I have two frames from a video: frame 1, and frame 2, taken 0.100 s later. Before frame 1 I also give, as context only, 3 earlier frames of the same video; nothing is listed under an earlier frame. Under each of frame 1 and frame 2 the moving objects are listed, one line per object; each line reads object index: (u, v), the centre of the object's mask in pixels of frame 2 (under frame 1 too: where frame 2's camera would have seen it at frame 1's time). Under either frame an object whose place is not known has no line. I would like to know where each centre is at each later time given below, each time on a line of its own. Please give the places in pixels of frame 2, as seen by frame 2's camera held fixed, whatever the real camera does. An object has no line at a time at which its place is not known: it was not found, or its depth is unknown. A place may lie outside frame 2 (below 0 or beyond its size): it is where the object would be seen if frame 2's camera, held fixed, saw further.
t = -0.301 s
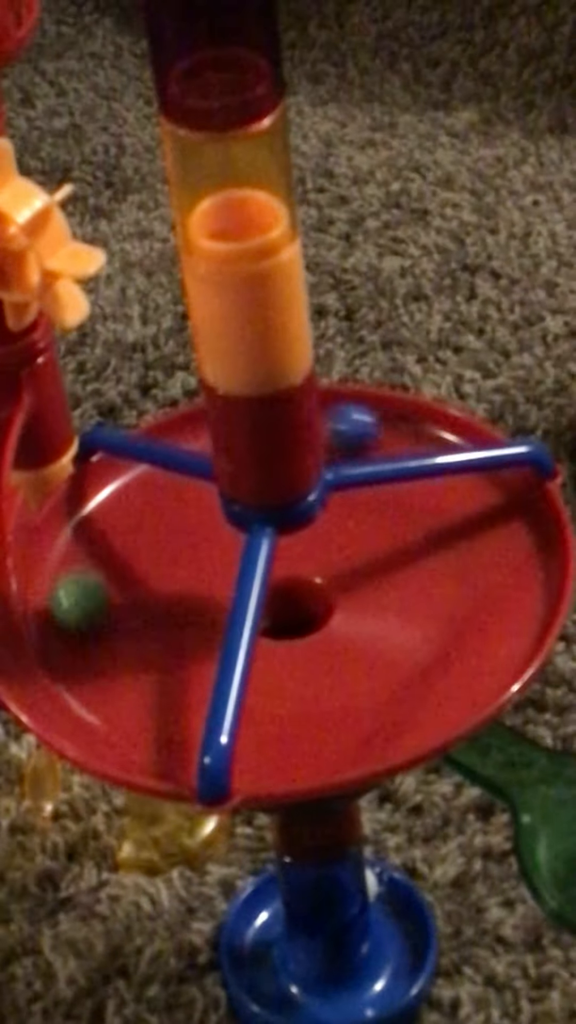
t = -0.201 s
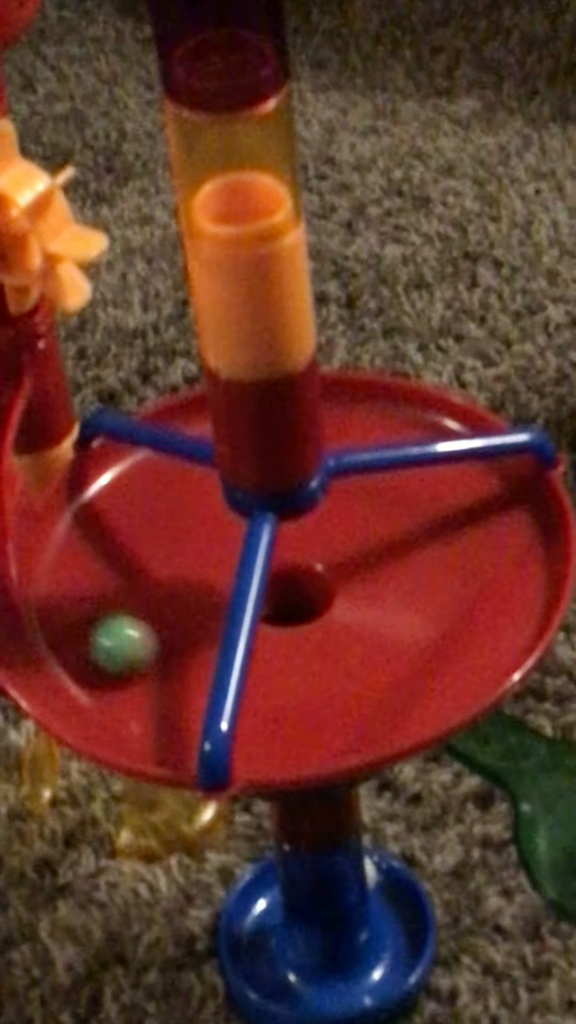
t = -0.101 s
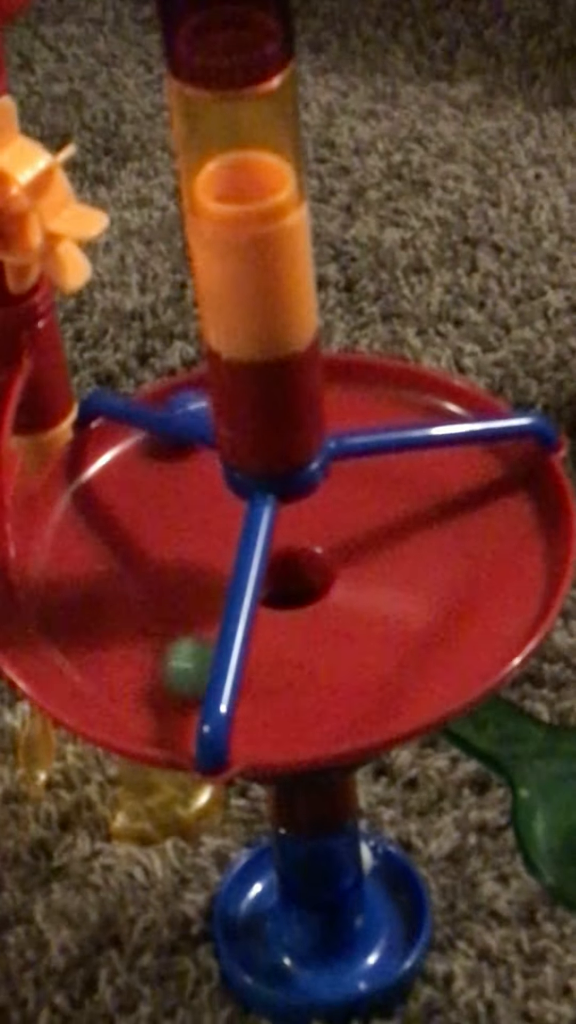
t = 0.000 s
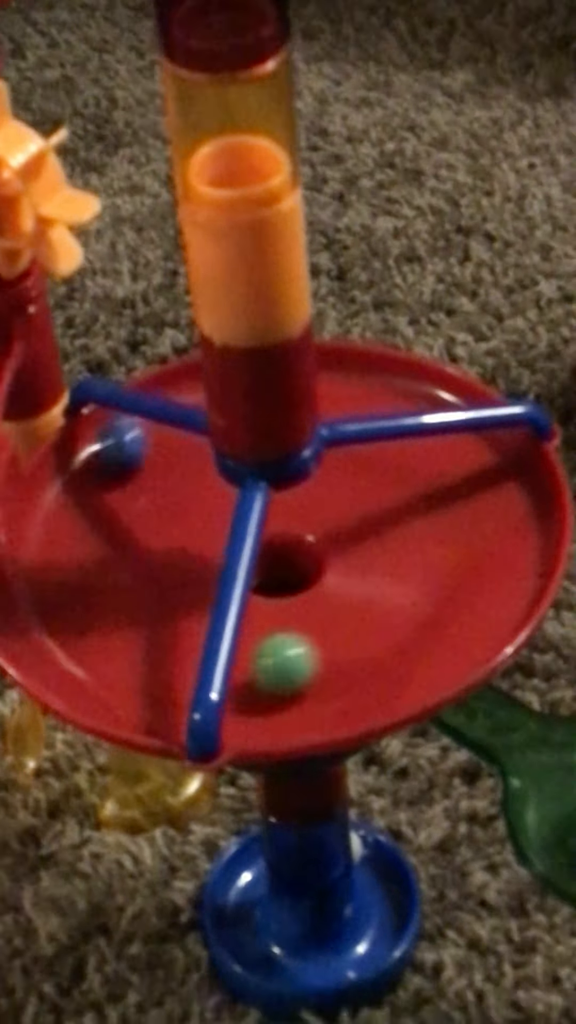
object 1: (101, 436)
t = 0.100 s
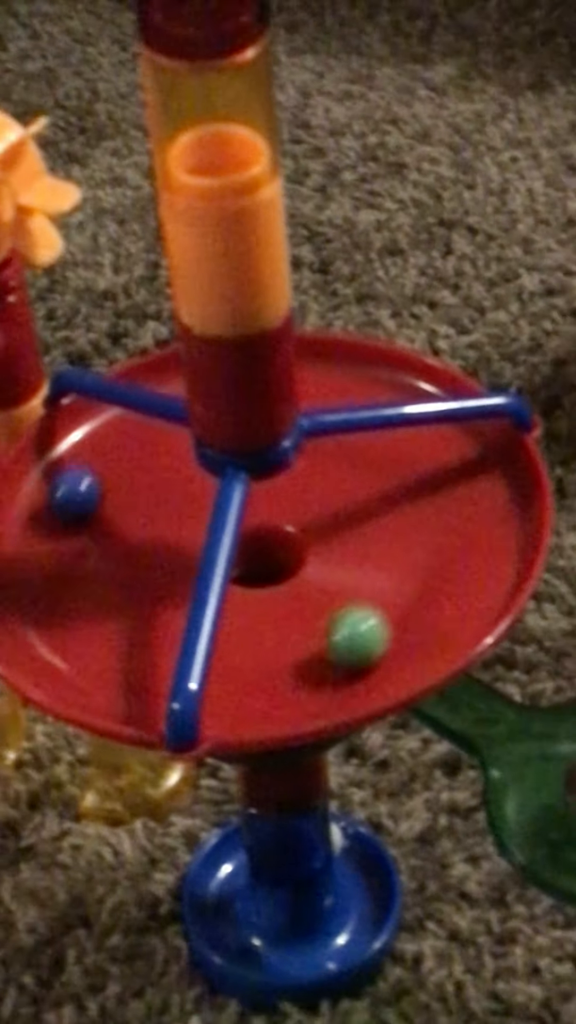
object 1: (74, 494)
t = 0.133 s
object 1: (75, 515)
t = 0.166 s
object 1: (80, 536)
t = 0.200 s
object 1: (90, 558)
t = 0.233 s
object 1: (105, 578)
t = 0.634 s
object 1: (421, 545)
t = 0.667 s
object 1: (429, 523)
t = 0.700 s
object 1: (432, 502)
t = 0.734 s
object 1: (431, 484)
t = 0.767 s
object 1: (424, 467)
